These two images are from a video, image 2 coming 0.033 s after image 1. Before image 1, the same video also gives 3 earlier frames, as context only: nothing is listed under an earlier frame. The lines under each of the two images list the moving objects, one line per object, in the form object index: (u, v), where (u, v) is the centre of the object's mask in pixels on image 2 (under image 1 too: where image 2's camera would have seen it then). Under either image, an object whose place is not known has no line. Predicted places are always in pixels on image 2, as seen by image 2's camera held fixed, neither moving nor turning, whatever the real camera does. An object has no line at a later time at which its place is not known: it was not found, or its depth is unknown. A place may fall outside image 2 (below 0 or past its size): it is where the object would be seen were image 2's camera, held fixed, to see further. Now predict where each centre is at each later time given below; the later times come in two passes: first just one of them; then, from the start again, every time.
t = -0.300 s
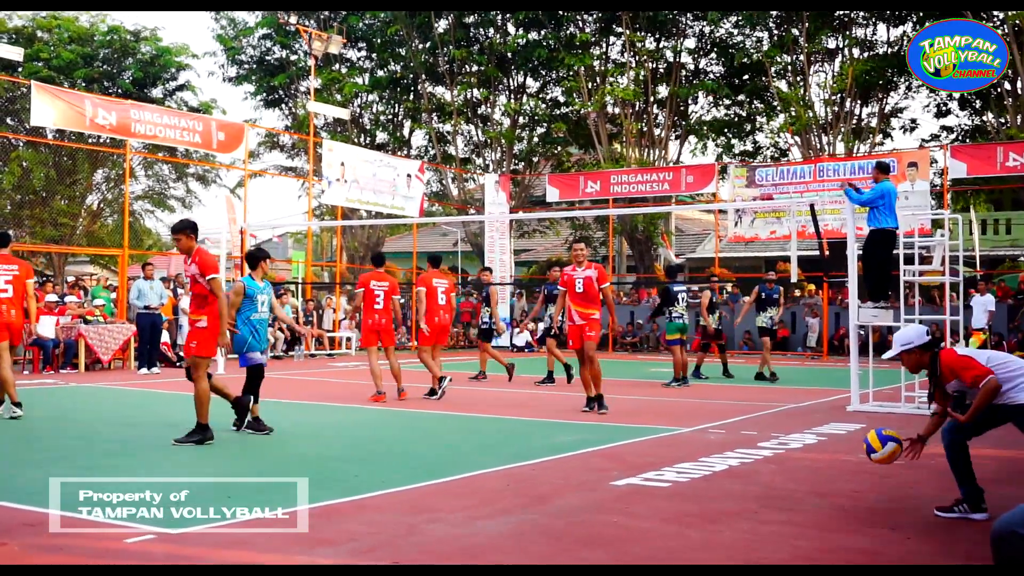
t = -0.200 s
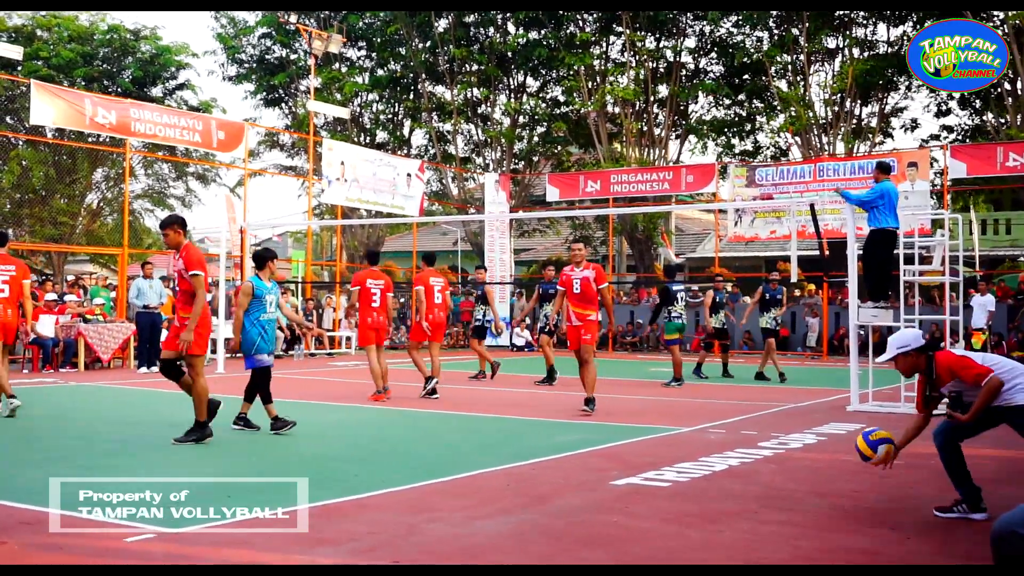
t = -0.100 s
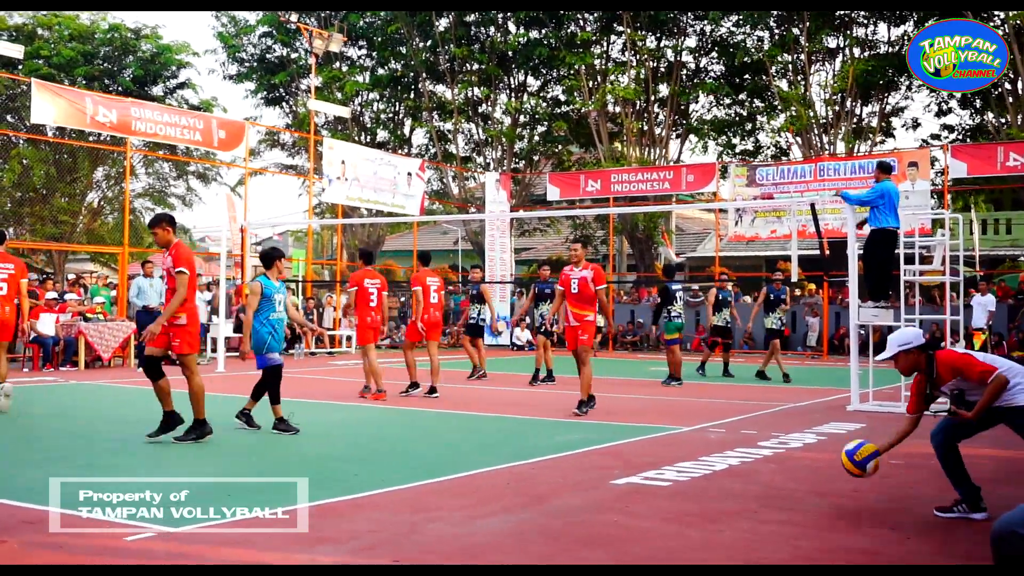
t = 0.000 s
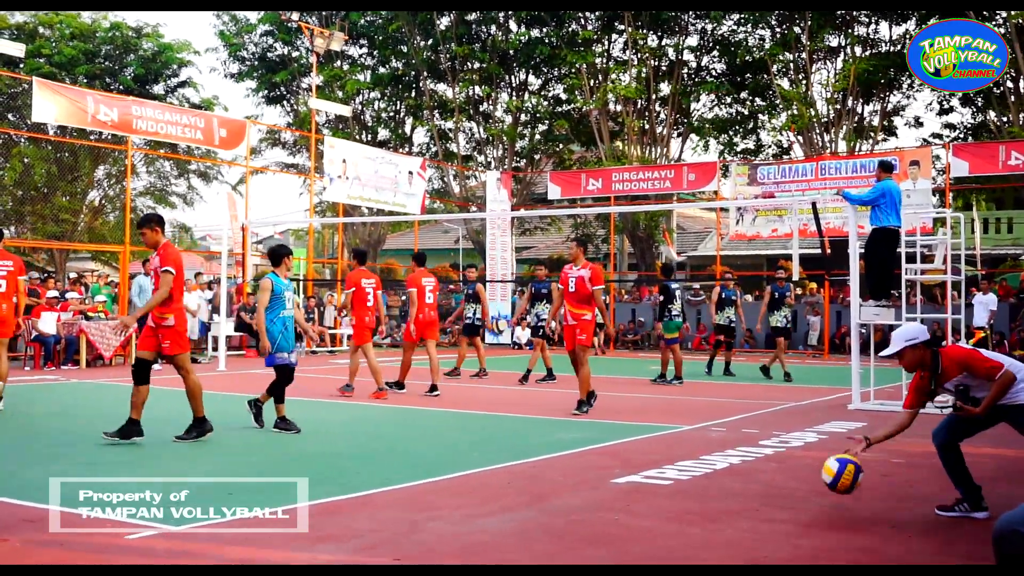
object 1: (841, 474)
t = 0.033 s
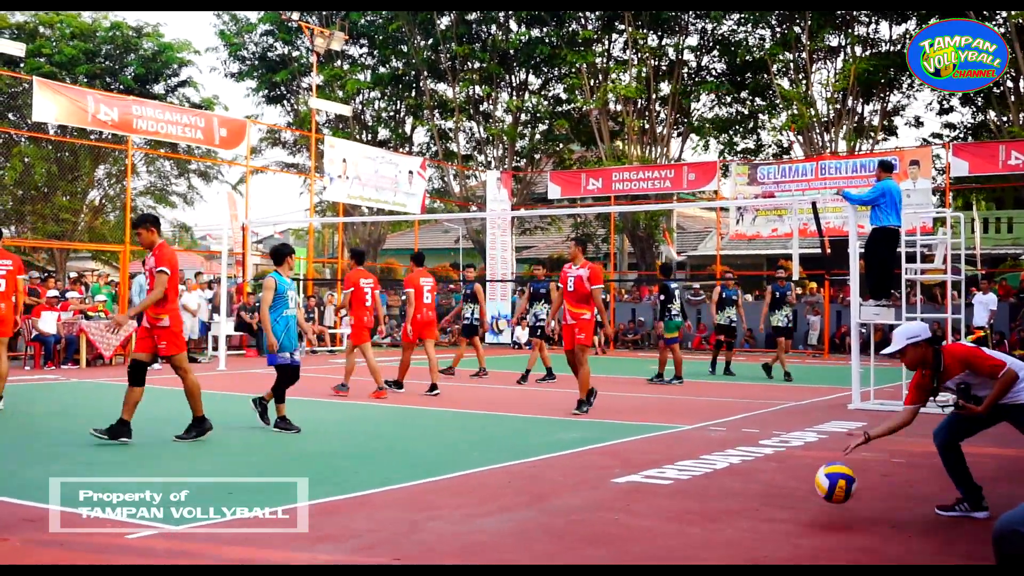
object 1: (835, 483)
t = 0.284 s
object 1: (791, 490)
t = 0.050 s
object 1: (831, 488)
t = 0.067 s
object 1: (828, 494)
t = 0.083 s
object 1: (825, 501)
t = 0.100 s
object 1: (822, 509)
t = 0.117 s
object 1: (819, 507)
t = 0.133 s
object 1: (817, 502)
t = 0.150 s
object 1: (815, 499)
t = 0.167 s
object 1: (812, 496)
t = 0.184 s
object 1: (808, 494)
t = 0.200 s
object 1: (805, 491)
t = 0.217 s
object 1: (803, 490)
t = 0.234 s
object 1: (800, 489)
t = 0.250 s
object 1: (797, 489)
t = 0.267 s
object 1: (793, 489)
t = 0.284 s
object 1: (791, 490)
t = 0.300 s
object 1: (788, 492)
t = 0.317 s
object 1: (784, 494)
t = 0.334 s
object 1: (782, 497)
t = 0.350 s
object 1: (779, 500)
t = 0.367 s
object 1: (776, 504)
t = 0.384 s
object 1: (773, 509)
